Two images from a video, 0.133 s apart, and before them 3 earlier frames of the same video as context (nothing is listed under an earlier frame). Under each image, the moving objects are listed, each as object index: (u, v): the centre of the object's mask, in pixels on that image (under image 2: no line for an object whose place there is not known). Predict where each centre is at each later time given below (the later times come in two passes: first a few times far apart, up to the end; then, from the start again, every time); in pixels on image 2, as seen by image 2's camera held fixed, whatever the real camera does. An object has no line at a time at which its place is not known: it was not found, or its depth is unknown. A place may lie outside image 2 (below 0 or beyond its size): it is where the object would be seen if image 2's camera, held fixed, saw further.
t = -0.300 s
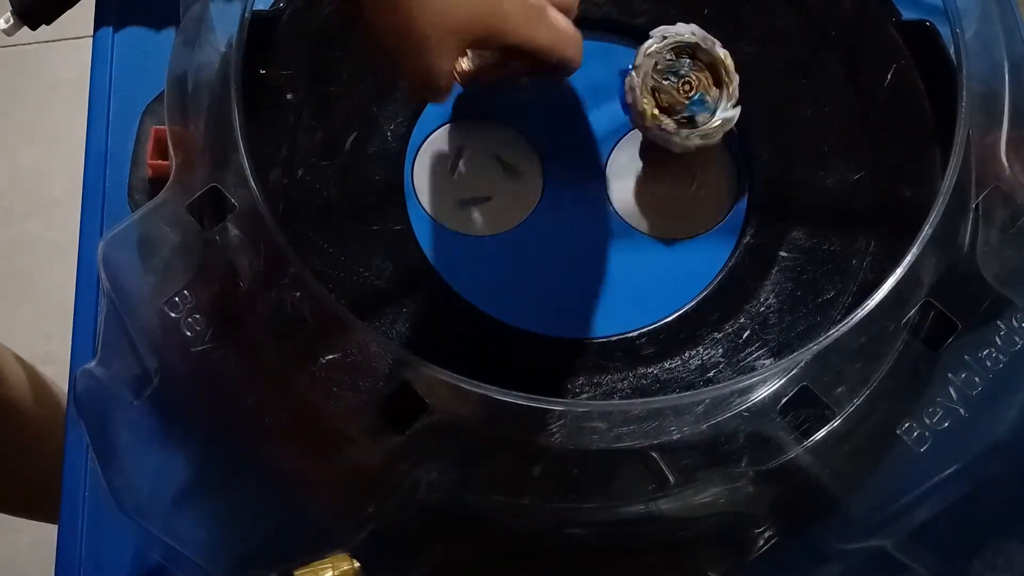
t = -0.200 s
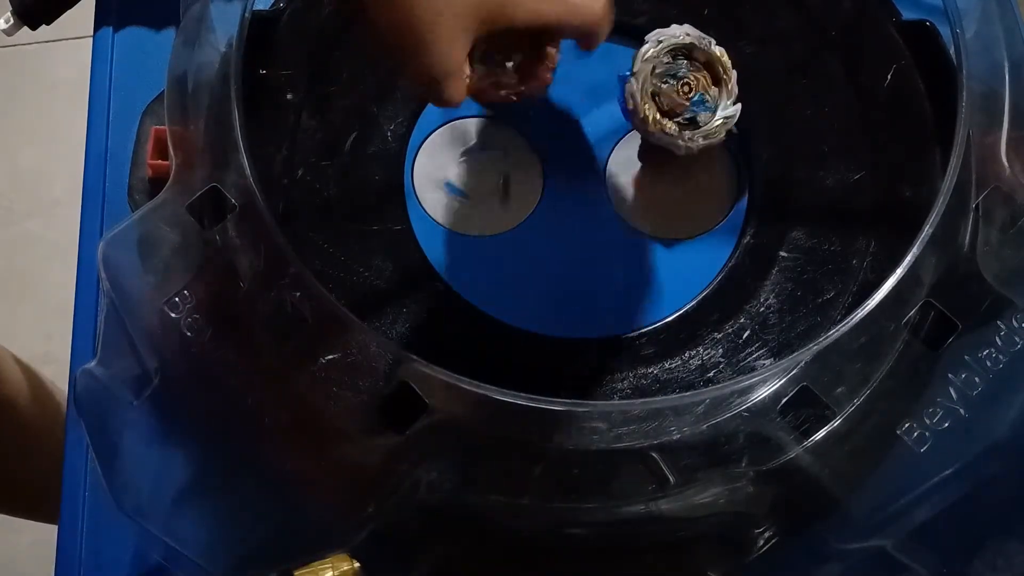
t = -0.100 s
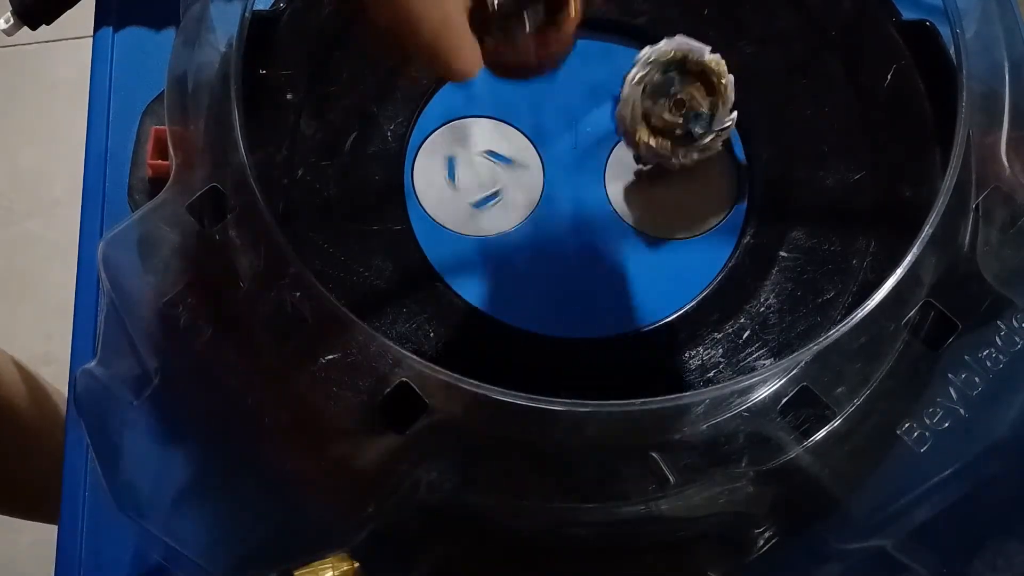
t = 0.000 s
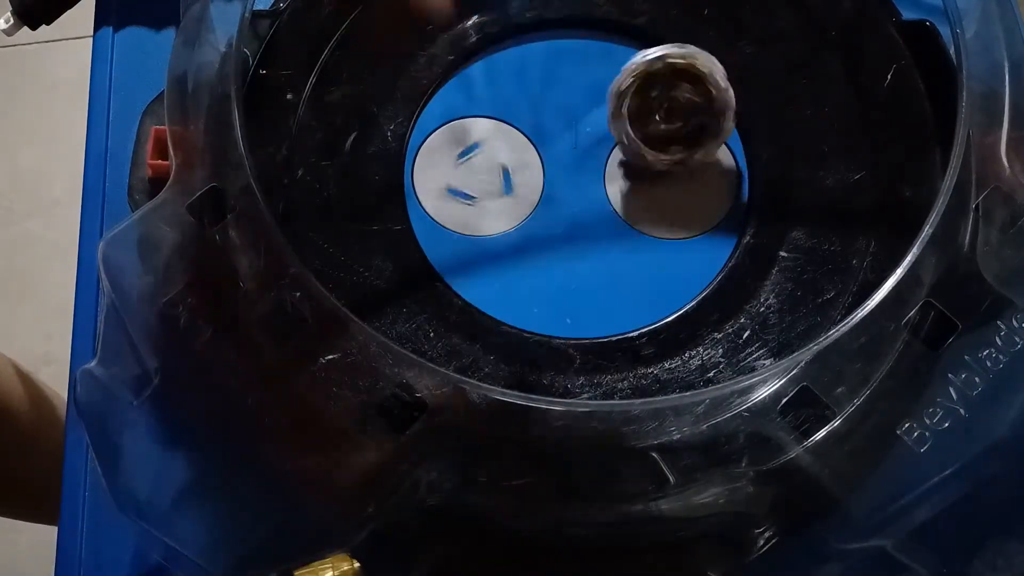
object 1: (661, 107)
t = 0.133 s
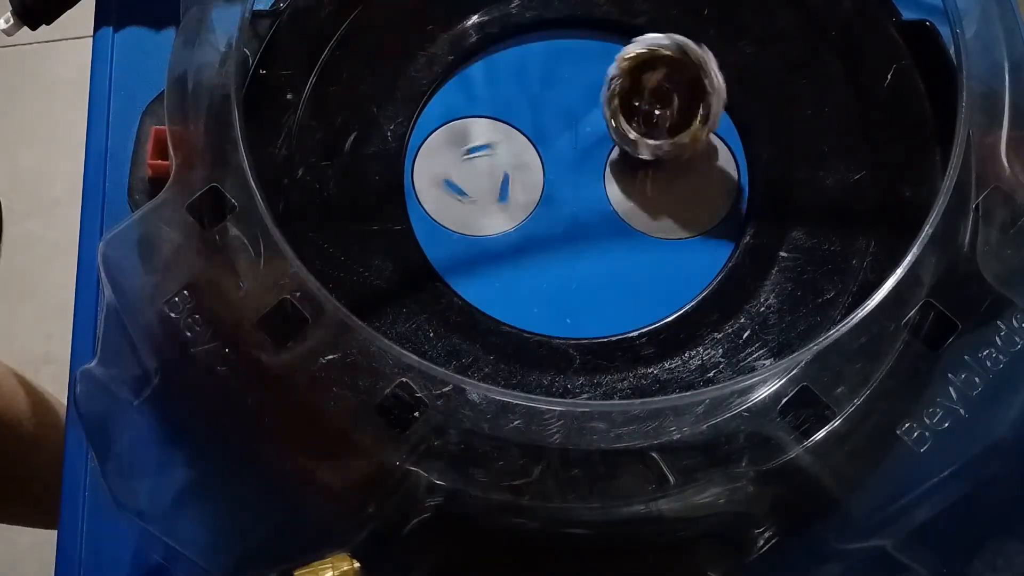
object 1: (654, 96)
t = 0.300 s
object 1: (649, 86)
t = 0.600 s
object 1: (640, 75)
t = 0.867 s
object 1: (647, 86)
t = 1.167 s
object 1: (685, 100)
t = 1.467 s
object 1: (688, 112)
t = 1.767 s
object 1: (686, 111)
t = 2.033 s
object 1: (673, 116)
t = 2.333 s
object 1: (670, 72)
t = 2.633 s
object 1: (668, 73)
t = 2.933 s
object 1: (669, 74)
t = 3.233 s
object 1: (669, 74)
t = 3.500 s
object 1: (669, 74)
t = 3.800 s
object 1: (669, 74)
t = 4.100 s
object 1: (669, 74)
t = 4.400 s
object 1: (669, 74)
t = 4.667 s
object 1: (669, 74)
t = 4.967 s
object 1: (669, 74)
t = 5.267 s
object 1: (669, 74)
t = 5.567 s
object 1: (669, 74)
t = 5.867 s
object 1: (670, 74)
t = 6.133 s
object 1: (670, 75)
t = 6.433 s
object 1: (669, 74)
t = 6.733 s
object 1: (669, 74)
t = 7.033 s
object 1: (669, 74)
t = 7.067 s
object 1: (670, 74)
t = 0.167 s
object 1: (652, 93)
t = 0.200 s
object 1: (654, 91)
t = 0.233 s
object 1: (653, 88)
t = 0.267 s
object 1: (652, 87)
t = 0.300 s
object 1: (649, 86)
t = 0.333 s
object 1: (647, 85)
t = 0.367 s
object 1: (645, 84)
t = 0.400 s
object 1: (644, 82)
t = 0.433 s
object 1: (643, 80)
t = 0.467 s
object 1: (641, 78)
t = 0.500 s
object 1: (641, 77)
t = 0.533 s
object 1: (640, 76)
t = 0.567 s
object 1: (640, 75)
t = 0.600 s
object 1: (640, 75)
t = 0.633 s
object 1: (641, 75)
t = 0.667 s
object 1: (640, 76)
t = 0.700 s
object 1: (640, 78)
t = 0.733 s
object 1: (642, 80)
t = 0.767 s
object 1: (644, 81)
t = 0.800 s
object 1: (645, 83)
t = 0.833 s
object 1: (646, 84)
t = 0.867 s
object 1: (647, 86)
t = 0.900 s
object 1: (649, 87)
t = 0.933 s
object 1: (651, 87)
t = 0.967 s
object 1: (652, 88)
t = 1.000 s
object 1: (654, 90)
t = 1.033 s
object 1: (660, 93)
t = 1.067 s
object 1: (669, 95)
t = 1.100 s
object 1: (671, 98)
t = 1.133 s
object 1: (676, 99)
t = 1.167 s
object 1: (685, 100)
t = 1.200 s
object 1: (689, 100)
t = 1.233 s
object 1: (687, 100)
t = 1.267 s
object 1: (696, 101)
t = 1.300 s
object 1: (694, 103)
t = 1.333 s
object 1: (692, 106)
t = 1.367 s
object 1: (691, 109)
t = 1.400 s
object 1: (689, 111)
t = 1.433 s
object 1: (689, 109)
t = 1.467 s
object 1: (688, 112)
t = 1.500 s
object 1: (687, 114)
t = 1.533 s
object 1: (686, 115)
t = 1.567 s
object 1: (685, 111)
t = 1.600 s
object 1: (686, 104)
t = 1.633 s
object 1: (686, 103)
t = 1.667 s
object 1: (687, 107)
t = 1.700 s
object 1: (674, 109)
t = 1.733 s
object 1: (671, 112)
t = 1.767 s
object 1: (686, 111)
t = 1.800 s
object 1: (687, 115)
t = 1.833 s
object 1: (688, 117)
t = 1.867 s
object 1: (673, 118)
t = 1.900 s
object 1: (673, 123)
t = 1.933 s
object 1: (668, 127)
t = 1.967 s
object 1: (671, 125)
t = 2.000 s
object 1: (669, 123)
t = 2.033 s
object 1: (673, 116)
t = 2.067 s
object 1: (670, 107)
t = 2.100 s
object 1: (673, 96)
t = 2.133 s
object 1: (677, 88)
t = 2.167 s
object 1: (682, 80)
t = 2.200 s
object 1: (681, 80)
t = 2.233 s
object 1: (675, 78)
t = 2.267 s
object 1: (674, 74)
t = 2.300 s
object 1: (670, 73)
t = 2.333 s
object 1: (670, 72)
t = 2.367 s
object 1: (669, 72)
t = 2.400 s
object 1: (668, 73)
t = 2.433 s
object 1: (668, 73)
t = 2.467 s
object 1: (669, 74)
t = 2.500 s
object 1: (669, 74)
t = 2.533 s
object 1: (669, 74)
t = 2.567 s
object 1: (669, 74)
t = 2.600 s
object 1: (668, 73)
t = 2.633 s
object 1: (668, 73)
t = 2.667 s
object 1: (668, 73)
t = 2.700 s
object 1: (669, 74)
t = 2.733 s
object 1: (668, 74)
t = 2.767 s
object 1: (669, 74)
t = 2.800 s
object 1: (668, 74)
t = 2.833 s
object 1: (668, 73)
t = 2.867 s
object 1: (668, 73)
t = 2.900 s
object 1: (668, 73)
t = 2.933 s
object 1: (669, 74)
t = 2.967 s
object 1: (669, 74)
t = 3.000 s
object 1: (669, 74)
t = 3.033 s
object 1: (669, 74)
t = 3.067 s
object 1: (668, 73)
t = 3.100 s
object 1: (668, 73)
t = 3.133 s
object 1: (668, 73)
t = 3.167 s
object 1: (668, 74)
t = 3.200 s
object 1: (669, 74)
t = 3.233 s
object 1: (669, 74)
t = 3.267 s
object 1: (669, 74)
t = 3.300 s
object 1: (669, 74)
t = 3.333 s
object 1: (669, 74)
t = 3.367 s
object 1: (668, 74)
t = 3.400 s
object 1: (668, 73)
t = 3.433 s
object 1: (668, 73)
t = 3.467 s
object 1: (668, 73)
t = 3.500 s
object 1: (669, 74)
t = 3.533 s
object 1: (669, 74)
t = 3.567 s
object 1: (669, 74)
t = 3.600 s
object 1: (670, 75)
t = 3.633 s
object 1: (669, 74)
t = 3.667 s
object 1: (669, 74)
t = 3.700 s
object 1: (669, 74)
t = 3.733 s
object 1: (669, 74)
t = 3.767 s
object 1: (669, 74)
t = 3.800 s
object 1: (669, 74)
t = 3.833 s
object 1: (669, 74)
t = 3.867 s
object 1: (669, 74)
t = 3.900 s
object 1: (669, 74)
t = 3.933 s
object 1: (669, 74)
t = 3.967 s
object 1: (669, 74)
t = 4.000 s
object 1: (669, 74)
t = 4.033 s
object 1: (669, 74)
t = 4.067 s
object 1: (669, 74)
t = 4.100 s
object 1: (669, 74)
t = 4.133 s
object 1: (669, 74)
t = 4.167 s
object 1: (669, 74)
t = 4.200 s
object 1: (669, 74)
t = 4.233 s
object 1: (669, 74)
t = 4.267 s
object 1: (669, 74)
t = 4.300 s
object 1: (669, 74)
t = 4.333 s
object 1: (669, 74)
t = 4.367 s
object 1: (669, 74)
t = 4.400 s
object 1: (669, 74)
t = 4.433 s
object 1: (669, 74)
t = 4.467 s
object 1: (669, 74)
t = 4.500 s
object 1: (669, 74)
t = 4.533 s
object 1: (669, 74)
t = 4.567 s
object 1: (670, 74)
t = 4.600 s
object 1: (670, 74)
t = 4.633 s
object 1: (669, 74)
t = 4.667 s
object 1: (669, 74)
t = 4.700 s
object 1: (669, 74)
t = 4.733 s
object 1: (669, 74)
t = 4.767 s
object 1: (669, 74)
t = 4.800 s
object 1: (669, 74)
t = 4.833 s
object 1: (669, 74)
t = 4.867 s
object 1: (670, 74)
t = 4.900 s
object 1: (670, 74)
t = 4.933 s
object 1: (669, 74)
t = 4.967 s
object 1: (669, 74)
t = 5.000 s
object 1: (669, 74)
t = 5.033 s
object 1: (669, 74)
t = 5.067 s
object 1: (669, 74)
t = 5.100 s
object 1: (669, 74)
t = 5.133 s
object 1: (670, 74)
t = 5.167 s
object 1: (670, 74)
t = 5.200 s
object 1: (669, 74)
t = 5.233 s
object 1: (669, 74)
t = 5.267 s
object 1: (669, 74)
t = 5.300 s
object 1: (669, 74)
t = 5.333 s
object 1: (669, 74)
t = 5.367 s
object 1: (669, 75)
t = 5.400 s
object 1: (670, 75)
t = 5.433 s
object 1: (670, 74)
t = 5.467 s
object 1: (669, 74)
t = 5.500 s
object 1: (669, 74)
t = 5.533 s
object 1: (669, 74)
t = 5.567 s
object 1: (669, 74)
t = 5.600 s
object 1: (669, 74)
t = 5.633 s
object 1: (670, 75)
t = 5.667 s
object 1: (670, 75)
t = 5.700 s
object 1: (670, 74)
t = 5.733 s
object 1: (669, 74)
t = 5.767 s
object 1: (670, 74)
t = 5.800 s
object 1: (670, 74)
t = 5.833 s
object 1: (670, 75)
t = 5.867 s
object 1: (670, 74)
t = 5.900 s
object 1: (670, 75)
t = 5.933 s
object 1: (670, 75)
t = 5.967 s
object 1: (670, 75)
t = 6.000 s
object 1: (670, 75)
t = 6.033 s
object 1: (670, 75)
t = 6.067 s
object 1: (670, 75)
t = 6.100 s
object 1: (670, 75)
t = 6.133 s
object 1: (670, 75)
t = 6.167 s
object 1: (670, 75)
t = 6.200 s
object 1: (669, 75)
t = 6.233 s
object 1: (669, 74)
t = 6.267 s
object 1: (670, 74)
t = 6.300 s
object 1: (669, 74)
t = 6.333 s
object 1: (669, 74)
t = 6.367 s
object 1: (669, 74)
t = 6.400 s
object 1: (669, 74)
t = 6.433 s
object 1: (669, 74)
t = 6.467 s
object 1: (669, 74)
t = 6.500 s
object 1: (669, 74)
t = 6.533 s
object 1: (669, 74)
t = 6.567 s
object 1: (669, 74)
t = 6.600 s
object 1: (669, 74)
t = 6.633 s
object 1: (669, 74)
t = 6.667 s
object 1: (669, 74)
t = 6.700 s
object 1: (669, 74)
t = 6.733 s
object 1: (669, 74)
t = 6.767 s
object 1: (669, 74)
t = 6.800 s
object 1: (669, 74)
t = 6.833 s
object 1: (669, 74)
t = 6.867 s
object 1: (669, 74)
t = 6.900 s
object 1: (669, 74)
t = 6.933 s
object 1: (669, 74)
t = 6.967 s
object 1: (669, 74)
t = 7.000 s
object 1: (669, 74)
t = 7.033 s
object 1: (669, 74)
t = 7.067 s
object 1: (670, 74)
